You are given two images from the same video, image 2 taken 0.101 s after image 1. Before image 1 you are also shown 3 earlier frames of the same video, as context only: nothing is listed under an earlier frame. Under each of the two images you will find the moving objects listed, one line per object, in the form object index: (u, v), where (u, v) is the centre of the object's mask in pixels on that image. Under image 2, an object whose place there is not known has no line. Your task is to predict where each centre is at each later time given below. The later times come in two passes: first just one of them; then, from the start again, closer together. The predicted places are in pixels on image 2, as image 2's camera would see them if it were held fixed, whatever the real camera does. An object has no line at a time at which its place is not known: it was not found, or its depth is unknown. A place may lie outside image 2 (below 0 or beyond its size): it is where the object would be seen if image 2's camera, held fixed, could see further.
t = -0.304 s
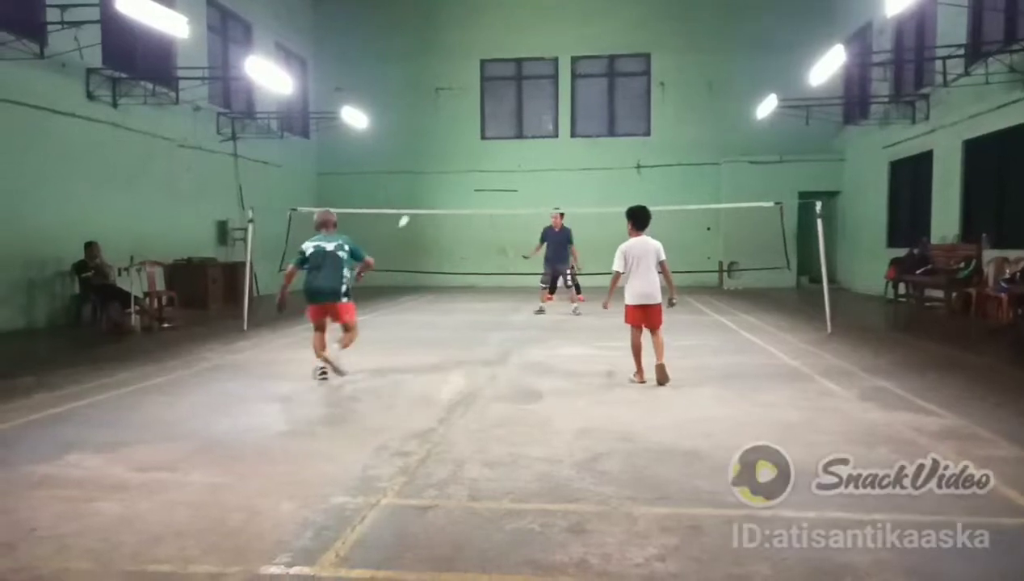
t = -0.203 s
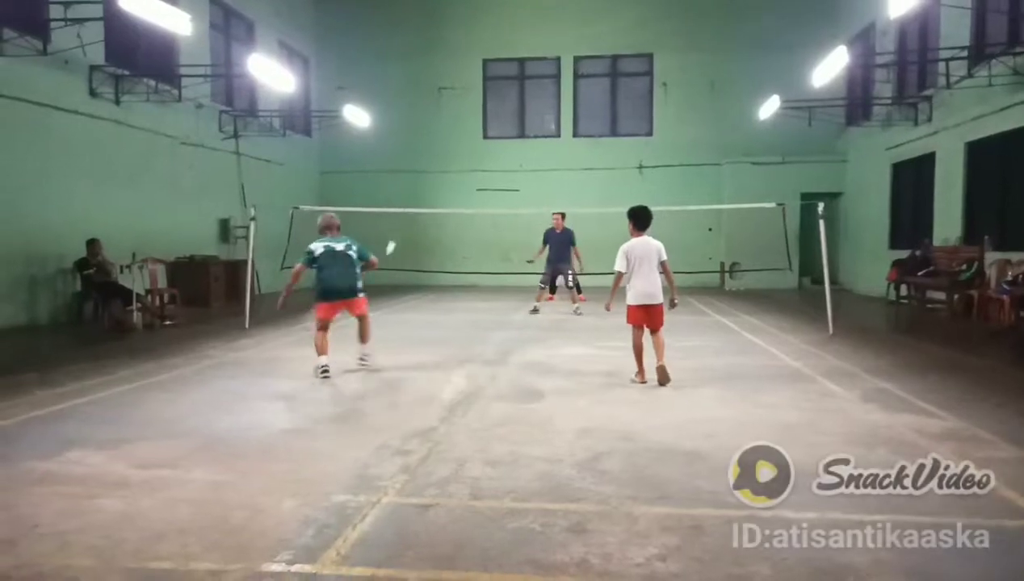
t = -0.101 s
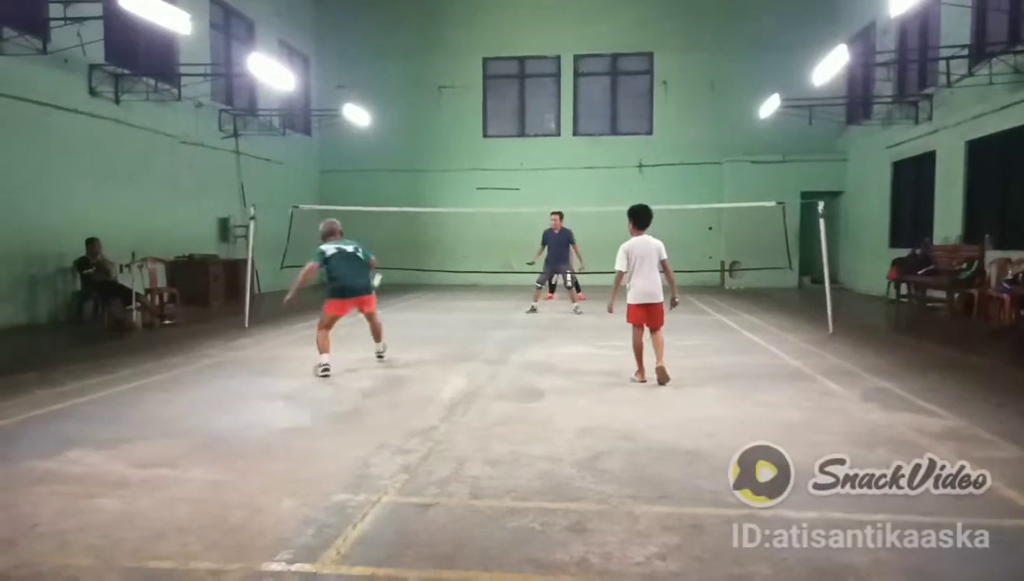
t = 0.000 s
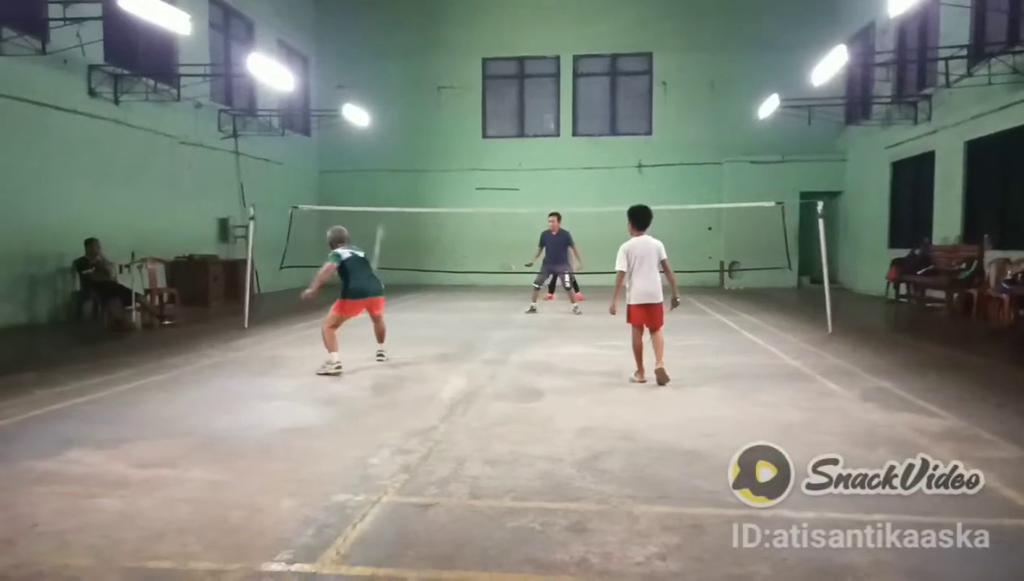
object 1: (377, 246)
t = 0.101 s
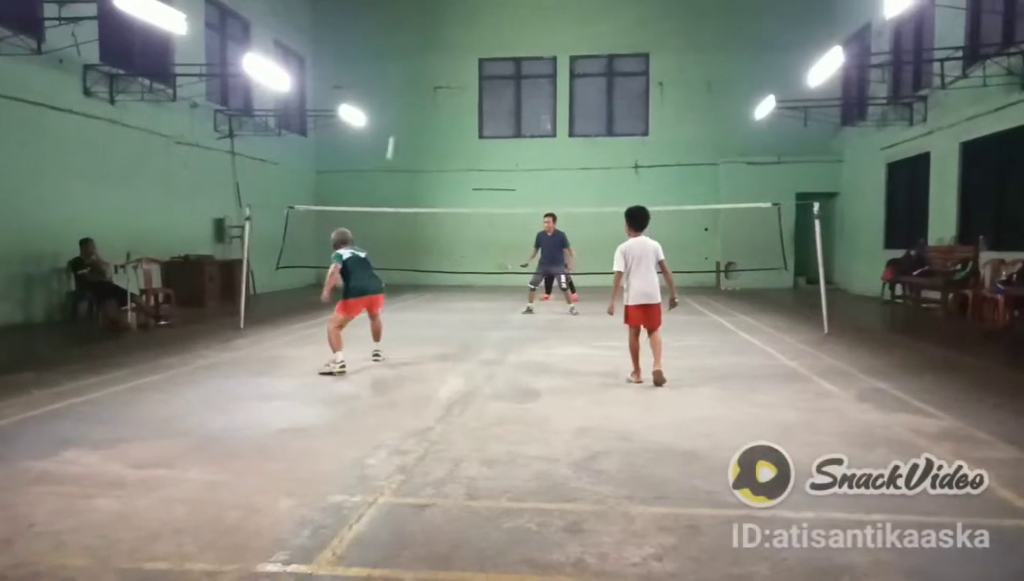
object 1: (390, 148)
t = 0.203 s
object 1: (400, 97)
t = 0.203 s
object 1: (400, 97)
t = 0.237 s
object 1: (402, 86)
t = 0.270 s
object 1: (405, 76)
